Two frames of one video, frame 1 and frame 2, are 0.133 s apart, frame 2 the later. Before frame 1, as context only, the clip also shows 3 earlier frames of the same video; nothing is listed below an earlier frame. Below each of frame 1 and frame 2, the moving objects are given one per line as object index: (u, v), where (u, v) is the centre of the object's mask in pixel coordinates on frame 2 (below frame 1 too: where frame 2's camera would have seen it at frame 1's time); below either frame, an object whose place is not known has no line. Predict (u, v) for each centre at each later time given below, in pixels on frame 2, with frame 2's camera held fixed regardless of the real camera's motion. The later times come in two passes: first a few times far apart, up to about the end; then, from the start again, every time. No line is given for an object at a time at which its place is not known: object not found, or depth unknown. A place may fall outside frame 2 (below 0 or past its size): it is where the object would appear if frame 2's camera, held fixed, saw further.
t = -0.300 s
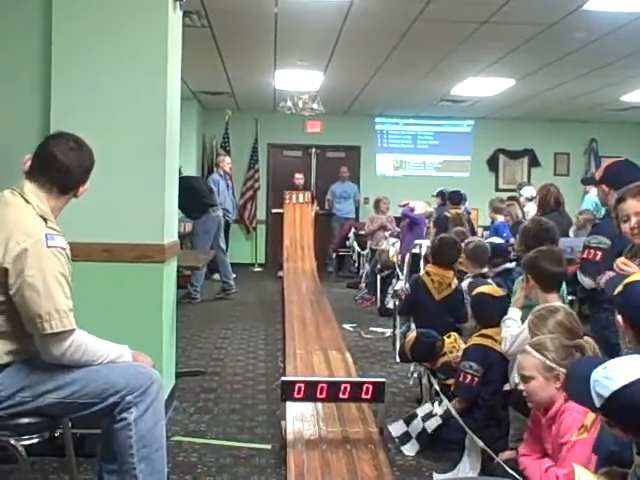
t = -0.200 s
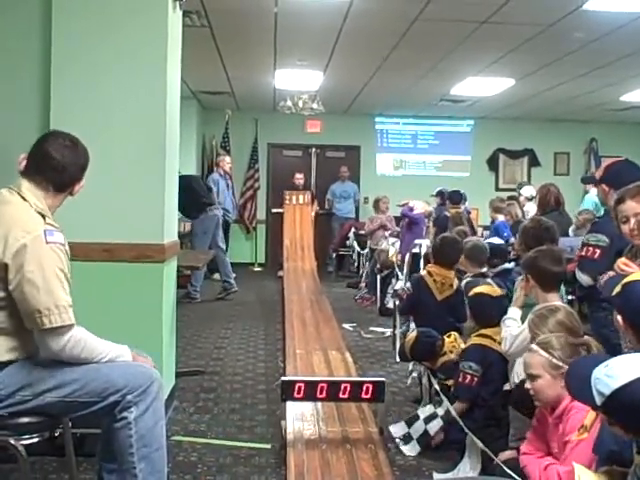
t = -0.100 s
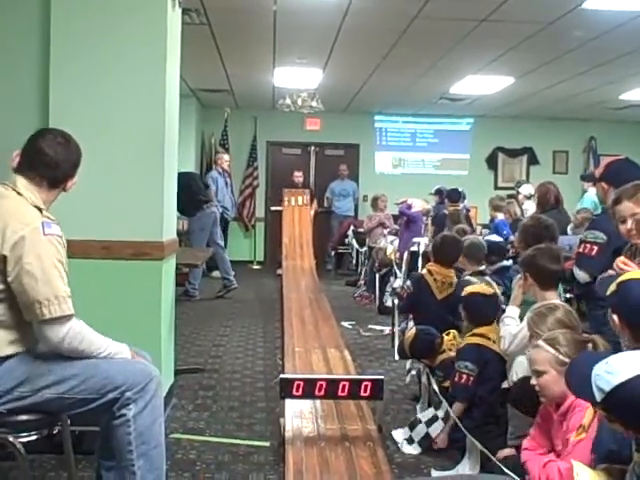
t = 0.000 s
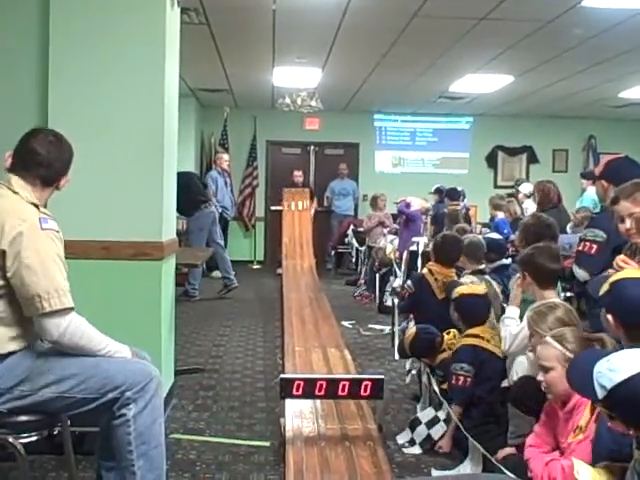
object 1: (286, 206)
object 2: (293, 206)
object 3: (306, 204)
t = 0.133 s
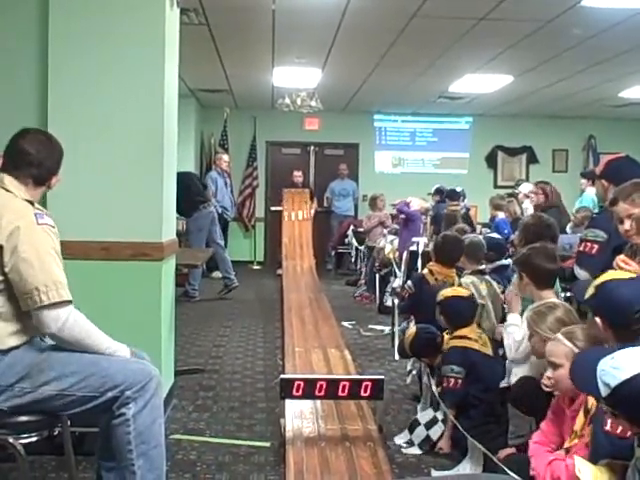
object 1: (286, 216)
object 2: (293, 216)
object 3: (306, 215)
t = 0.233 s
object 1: (286, 225)
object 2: (293, 225)
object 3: (307, 224)
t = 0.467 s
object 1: (286, 245)
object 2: (293, 246)
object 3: (307, 245)
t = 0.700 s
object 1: (286, 265)
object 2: (294, 265)
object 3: (309, 264)
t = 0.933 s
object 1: (286, 278)
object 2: (296, 277)
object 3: (312, 276)
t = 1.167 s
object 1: (287, 287)
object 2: (299, 287)
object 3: (316, 286)
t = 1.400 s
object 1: (288, 299)
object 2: (301, 300)
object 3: (320, 294)
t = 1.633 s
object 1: (290, 317)
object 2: (303, 315)
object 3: (324, 307)
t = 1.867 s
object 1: (292, 338)
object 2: (308, 338)
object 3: (330, 322)
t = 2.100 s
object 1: (293, 364)
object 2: (311, 368)
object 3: (336, 339)
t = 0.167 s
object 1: (286, 219)
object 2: (293, 219)
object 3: (306, 218)
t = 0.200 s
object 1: (287, 222)
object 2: (293, 222)
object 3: (306, 220)
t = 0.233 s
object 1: (286, 225)
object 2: (293, 225)
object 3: (307, 224)
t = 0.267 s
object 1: (286, 228)
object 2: (293, 228)
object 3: (306, 227)
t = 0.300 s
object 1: (286, 233)
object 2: (293, 231)
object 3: (306, 229)
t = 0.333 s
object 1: (286, 235)
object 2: (293, 234)
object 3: (307, 232)
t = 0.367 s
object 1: (286, 238)
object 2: (294, 237)
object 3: (307, 236)
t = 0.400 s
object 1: (286, 241)
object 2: (293, 240)
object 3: (307, 238)
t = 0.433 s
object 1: (286, 243)
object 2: (293, 243)
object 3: (307, 243)
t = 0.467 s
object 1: (286, 245)
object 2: (293, 246)
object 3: (307, 245)
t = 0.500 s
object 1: (285, 251)
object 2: (293, 250)
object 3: (307, 248)
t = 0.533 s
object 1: (285, 255)
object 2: (293, 252)
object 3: (307, 250)
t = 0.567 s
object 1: (285, 256)
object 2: (294, 255)
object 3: (308, 253)
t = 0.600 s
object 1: (285, 259)
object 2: (294, 257)
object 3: (308, 256)
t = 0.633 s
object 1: (285, 261)
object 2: (294, 260)
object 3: (308, 259)
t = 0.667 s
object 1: (286, 263)
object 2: (293, 262)
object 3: (309, 261)
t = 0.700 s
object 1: (286, 265)
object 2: (294, 265)
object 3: (309, 264)
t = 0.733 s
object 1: (285, 268)
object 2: (294, 267)
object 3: (309, 266)
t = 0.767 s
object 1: (286, 269)
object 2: (294, 268)
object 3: (309, 267)
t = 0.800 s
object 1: (286, 272)
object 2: (295, 270)
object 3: (310, 269)
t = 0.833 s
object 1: (286, 273)
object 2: (296, 272)
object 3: (311, 272)
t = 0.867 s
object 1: (286, 275)
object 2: (296, 274)
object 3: (311, 273)
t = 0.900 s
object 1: (286, 276)
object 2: (296, 276)
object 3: (312, 275)
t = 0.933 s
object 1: (286, 278)
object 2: (296, 277)
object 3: (312, 276)
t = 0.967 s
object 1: (286, 279)
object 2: (297, 279)
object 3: (313, 278)
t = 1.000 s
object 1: (286, 280)
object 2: (297, 280)
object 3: (313, 279)
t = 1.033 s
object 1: (287, 282)
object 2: (297, 281)
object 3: (314, 280)
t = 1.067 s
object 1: (287, 284)
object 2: (298, 283)
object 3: (314, 281)
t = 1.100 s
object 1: (287, 285)
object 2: (298, 284)
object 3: (315, 283)
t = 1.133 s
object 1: (287, 286)
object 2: (298, 286)
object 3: (315, 284)
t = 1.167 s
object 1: (287, 287)
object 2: (299, 287)
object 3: (316, 286)
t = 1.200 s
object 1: (288, 289)
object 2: (299, 289)
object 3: (317, 287)
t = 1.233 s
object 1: (288, 290)
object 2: (299, 290)
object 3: (317, 288)
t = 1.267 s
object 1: (288, 292)
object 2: (300, 292)
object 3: (318, 290)
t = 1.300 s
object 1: (289, 294)
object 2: (300, 294)
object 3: (318, 290)
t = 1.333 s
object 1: (288, 295)
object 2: (300, 295)
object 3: (318, 292)
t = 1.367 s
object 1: (288, 297)
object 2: (300, 297)
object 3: (320, 293)
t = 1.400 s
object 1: (288, 299)
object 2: (301, 300)
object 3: (320, 294)
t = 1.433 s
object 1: (288, 302)
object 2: (300, 300)
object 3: (321, 296)
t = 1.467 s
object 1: (289, 304)
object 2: (301, 301)
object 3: (321, 298)
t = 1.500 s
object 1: (289, 306)
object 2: (302, 305)
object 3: (322, 300)
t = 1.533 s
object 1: (290, 309)
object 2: (301, 307)
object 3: (322, 302)
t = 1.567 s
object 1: (289, 311)
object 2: (302, 309)
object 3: (324, 304)
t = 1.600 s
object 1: (289, 314)
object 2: (302, 313)
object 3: (324, 306)
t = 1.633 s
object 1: (290, 317)
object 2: (303, 315)
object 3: (324, 307)
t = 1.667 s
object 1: (290, 319)
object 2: (303, 318)
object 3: (326, 310)
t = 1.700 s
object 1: (290, 322)
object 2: (303, 322)
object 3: (326, 311)
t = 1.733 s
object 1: (291, 325)
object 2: (306, 325)
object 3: (327, 313)
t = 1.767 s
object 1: (291, 328)
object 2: (306, 327)
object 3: (328, 315)
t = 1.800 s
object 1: (291, 331)
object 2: (307, 329)
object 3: (328, 317)
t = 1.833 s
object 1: (291, 334)
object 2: (308, 334)
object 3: (329, 319)
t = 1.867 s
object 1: (292, 338)
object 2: (308, 338)
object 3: (330, 322)
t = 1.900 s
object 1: (292, 341)
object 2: (307, 340)
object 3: (331, 324)
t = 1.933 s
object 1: (292, 344)
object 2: (306, 342)
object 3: (331, 327)
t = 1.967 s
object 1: (293, 348)
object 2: (307, 345)
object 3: (332, 329)
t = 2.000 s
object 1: (293, 352)
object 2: (308, 347)
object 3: (333, 331)
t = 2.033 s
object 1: (294, 353)
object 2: (311, 352)
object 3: (334, 334)
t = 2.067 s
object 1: (293, 360)
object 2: (312, 365)
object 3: (335, 337)
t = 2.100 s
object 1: (293, 364)
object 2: (311, 368)
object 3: (336, 339)
